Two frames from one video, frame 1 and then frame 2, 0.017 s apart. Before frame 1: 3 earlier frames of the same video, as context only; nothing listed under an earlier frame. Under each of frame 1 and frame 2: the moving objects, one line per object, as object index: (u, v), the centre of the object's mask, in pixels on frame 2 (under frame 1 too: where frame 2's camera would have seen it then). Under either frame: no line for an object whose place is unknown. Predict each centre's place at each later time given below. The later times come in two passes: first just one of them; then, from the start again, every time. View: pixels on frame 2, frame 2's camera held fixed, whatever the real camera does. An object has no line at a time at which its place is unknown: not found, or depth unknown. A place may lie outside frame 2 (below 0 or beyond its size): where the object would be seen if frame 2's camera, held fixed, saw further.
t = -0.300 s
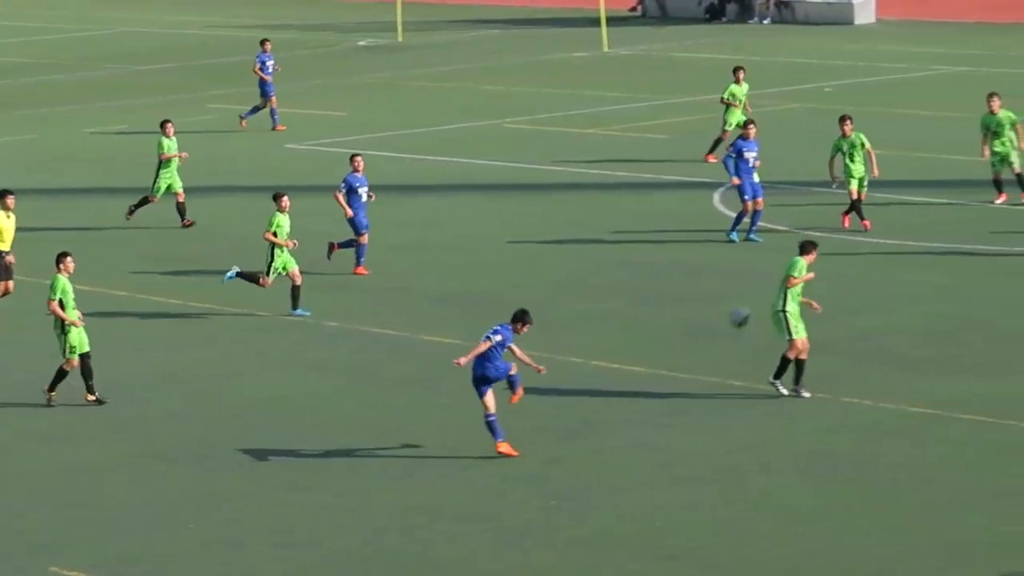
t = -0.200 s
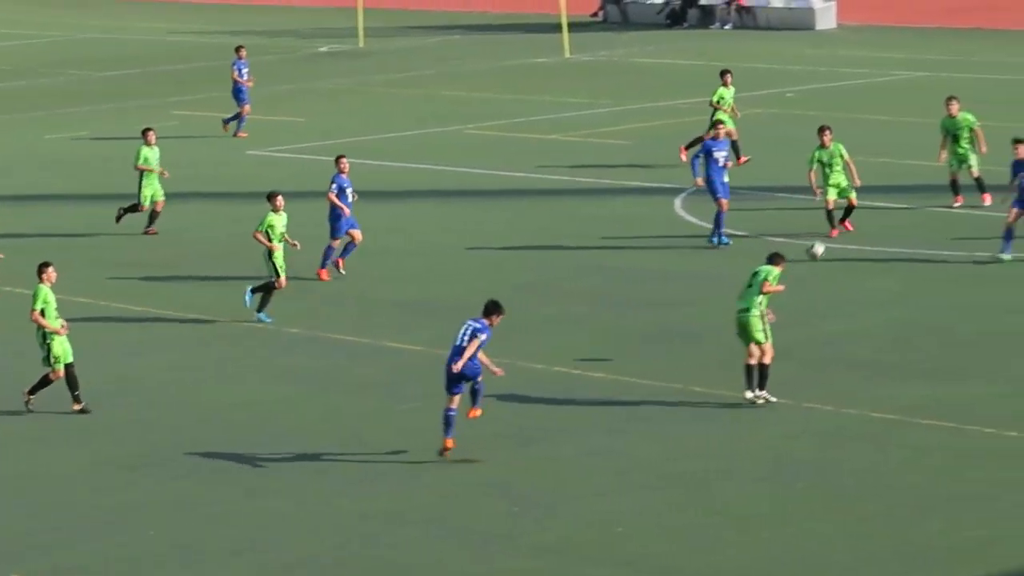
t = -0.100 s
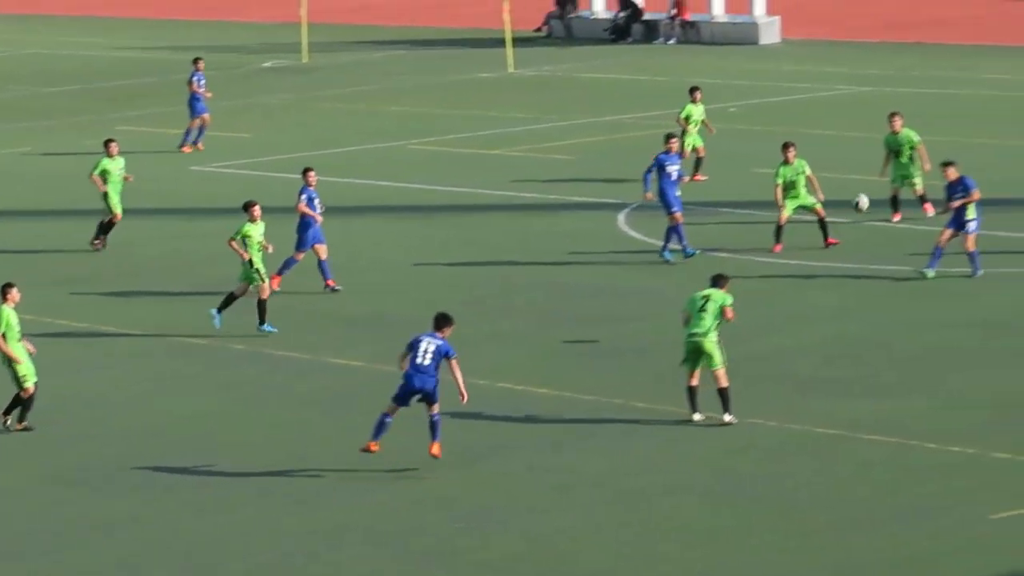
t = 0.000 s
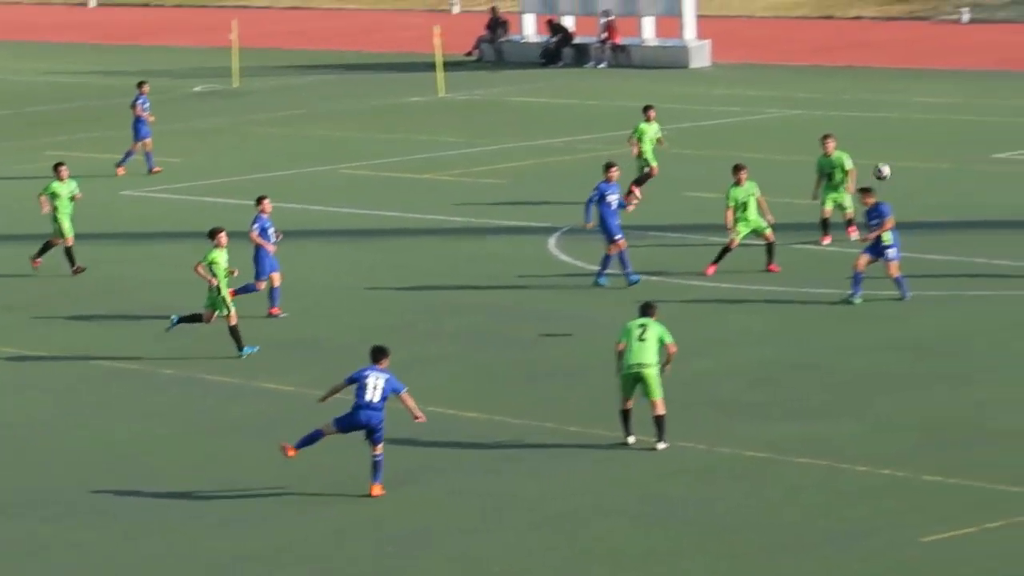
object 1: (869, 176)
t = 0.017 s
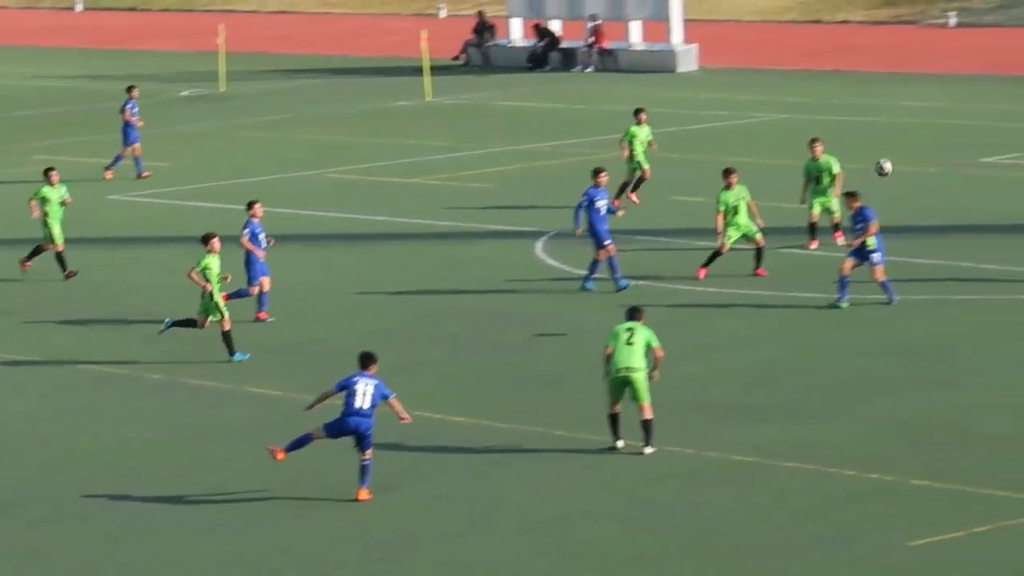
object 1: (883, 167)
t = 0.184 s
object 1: (1018, 98)
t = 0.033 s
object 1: (898, 159)
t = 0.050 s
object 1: (912, 152)
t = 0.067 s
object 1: (926, 145)
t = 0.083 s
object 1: (939, 137)
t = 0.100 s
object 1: (953, 130)
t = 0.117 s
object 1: (967, 123)
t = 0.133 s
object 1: (980, 116)
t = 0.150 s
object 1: (993, 110)
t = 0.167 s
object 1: (1006, 103)
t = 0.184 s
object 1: (1018, 98)
